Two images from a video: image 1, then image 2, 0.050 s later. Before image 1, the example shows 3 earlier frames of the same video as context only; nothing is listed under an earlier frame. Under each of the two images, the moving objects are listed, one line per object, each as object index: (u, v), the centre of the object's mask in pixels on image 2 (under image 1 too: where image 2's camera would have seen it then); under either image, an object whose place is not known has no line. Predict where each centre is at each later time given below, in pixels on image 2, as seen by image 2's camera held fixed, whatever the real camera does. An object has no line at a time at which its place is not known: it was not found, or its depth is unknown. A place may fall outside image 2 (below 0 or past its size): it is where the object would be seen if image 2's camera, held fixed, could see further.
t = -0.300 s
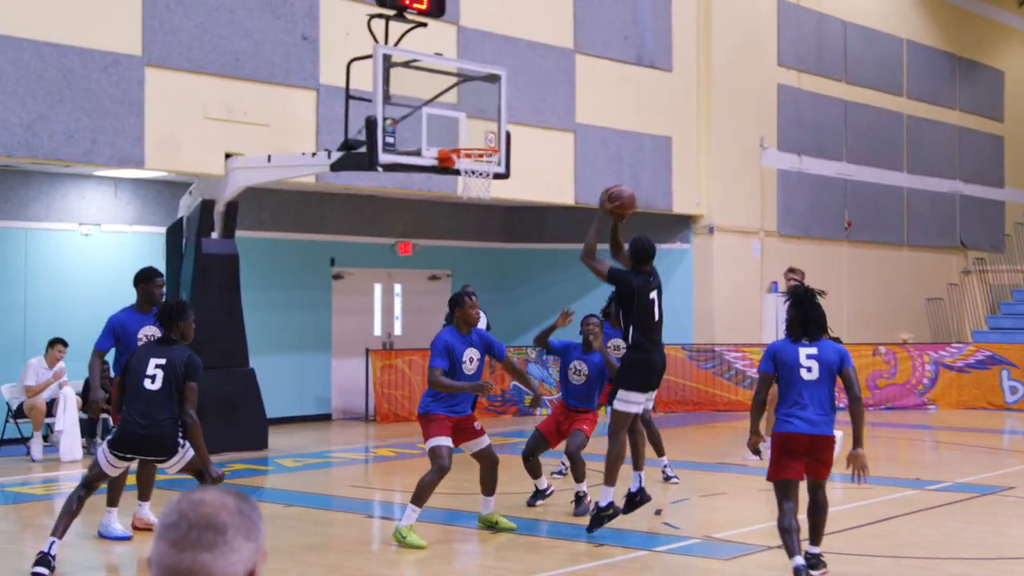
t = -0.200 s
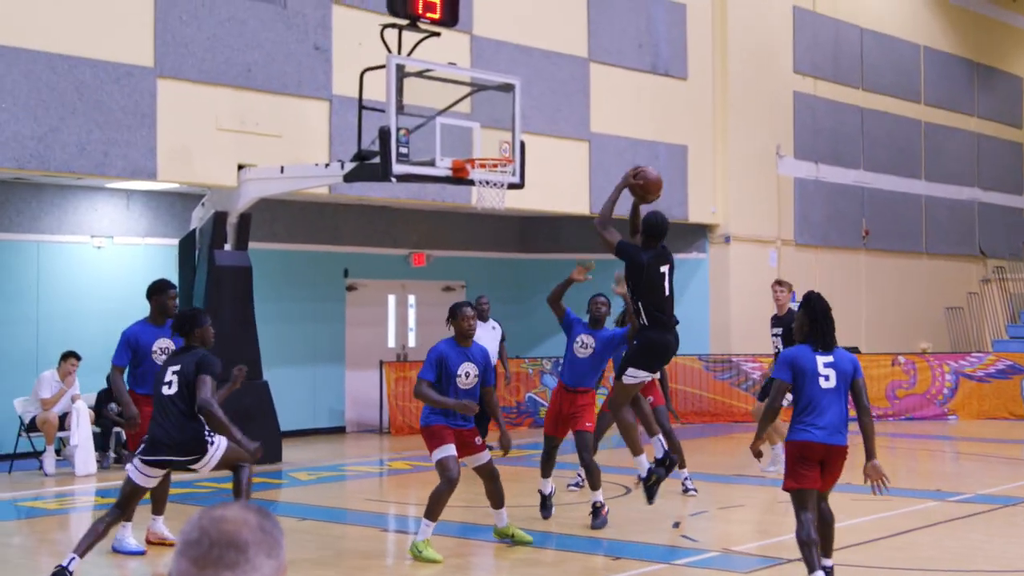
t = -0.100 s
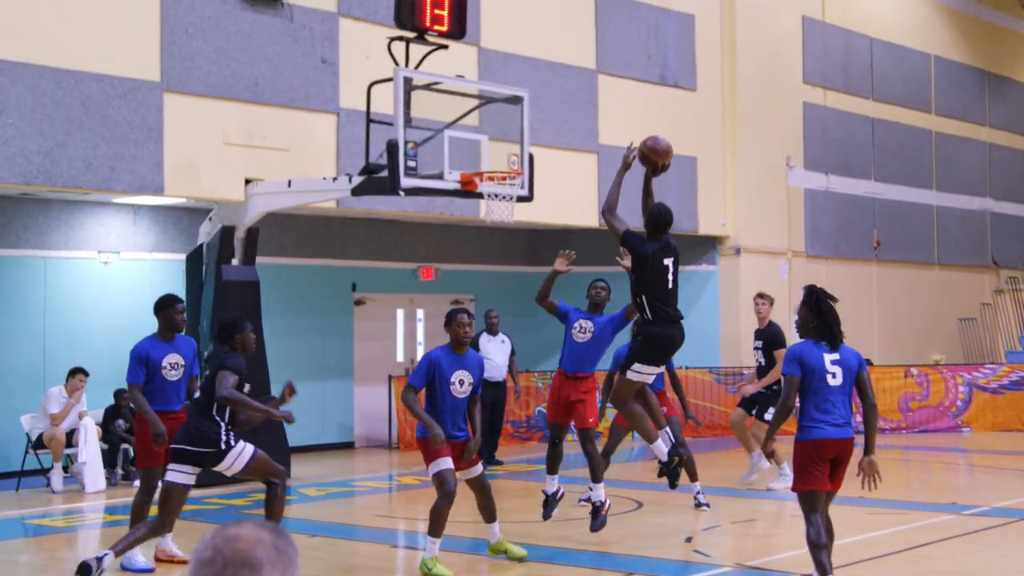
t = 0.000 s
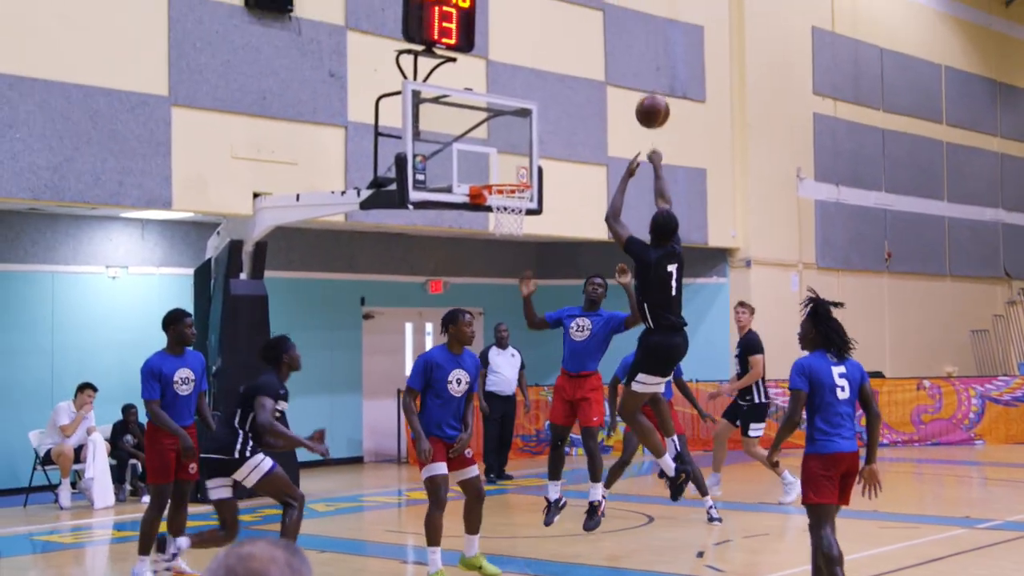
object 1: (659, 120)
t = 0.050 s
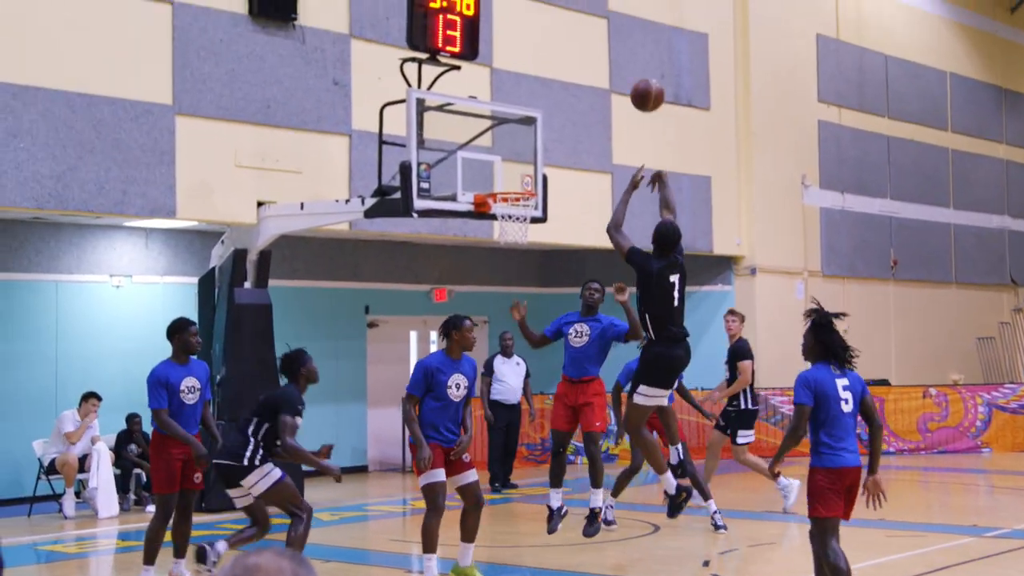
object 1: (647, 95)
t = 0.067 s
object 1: (643, 87)
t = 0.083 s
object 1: (640, 80)
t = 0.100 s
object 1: (636, 73)
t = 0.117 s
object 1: (633, 68)
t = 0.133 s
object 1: (630, 62)
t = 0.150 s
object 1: (626, 58)
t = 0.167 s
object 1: (623, 53)
